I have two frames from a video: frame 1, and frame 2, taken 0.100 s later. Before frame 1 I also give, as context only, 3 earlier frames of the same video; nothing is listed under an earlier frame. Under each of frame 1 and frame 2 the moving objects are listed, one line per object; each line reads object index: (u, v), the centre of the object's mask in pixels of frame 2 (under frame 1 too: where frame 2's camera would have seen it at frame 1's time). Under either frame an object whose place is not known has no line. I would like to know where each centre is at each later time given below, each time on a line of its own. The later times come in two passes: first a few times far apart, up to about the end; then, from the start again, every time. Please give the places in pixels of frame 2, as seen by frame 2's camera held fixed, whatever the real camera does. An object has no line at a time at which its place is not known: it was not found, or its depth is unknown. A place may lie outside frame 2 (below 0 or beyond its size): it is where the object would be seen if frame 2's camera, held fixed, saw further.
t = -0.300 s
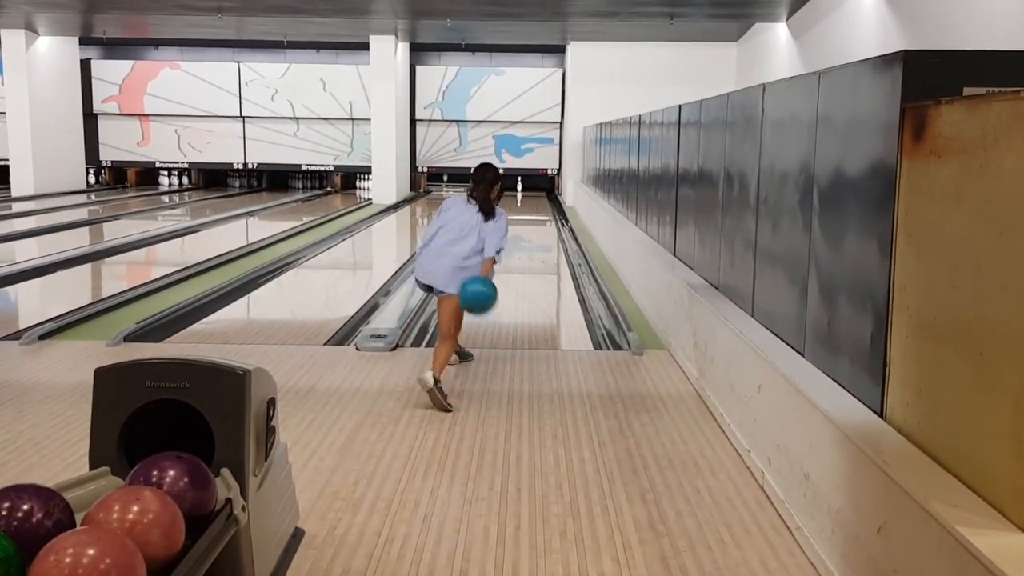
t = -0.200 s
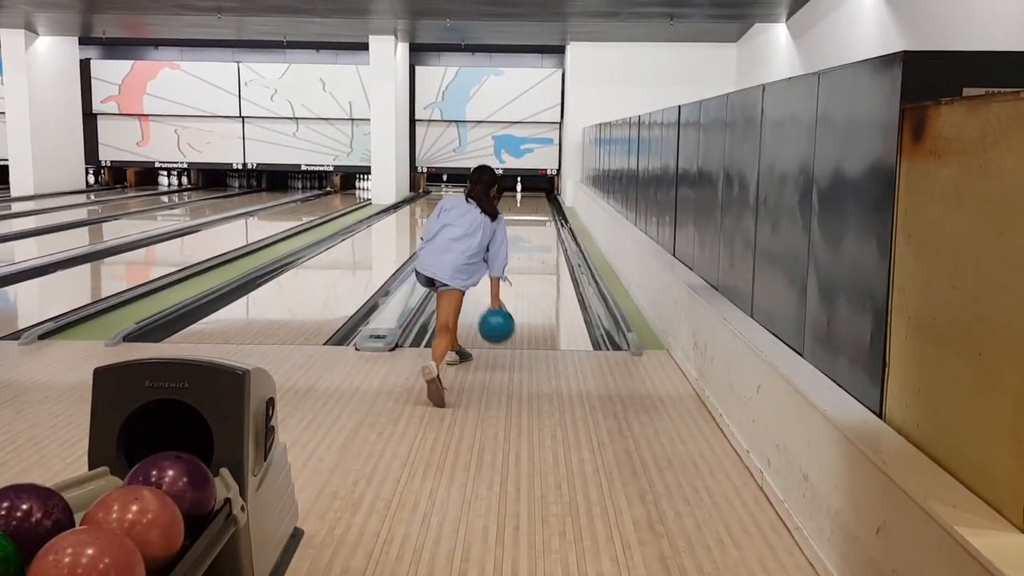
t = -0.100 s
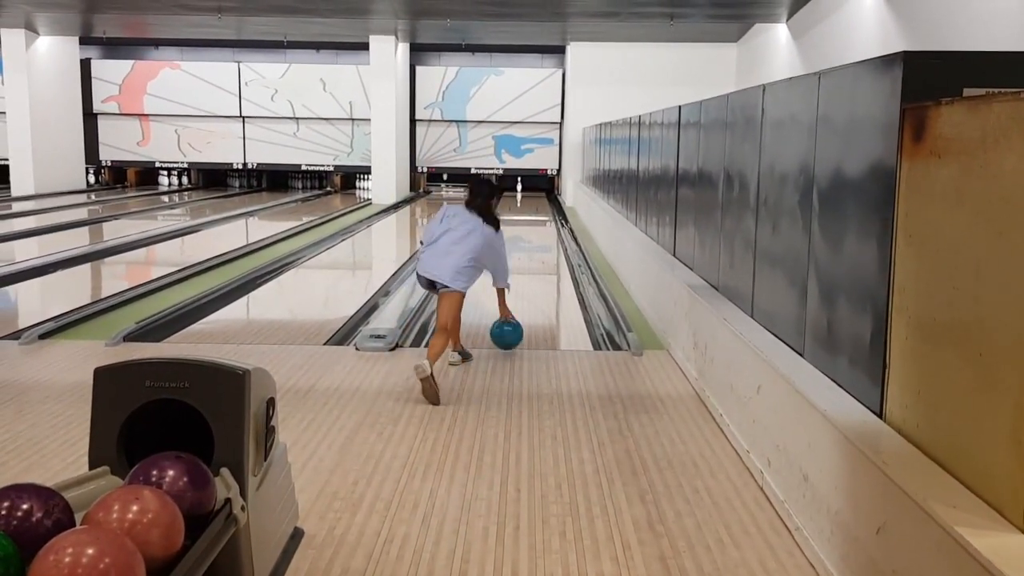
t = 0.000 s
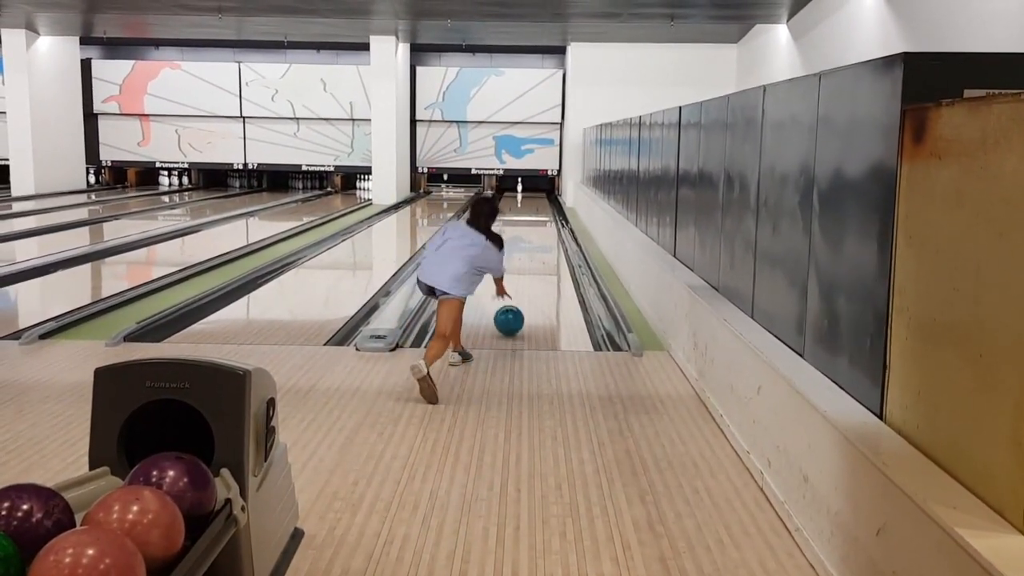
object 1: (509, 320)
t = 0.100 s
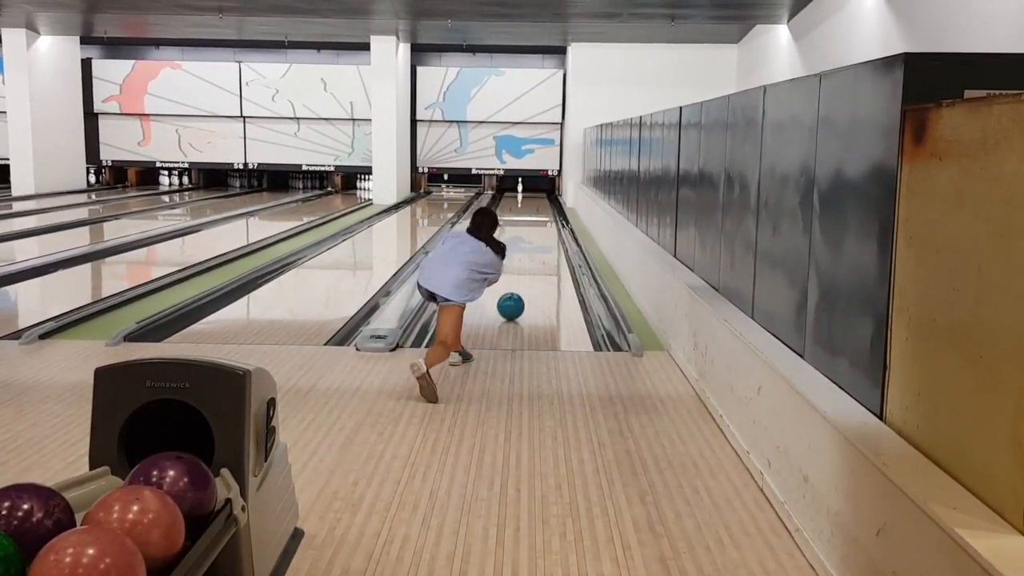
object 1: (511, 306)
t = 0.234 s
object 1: (514, 291)
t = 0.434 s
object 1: (518, 270)
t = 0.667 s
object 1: (516, 254)
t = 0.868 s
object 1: (517, 243)
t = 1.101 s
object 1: (518, 233)
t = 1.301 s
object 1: (519, 225)
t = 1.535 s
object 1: (519, 219)
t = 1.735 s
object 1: (520, 213)
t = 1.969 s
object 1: (521, 208)
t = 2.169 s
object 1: (521, 205)
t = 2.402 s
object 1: (521, 201)
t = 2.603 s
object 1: (521, 198)
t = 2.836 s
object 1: (521, 195)
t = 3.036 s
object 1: (521, 193)
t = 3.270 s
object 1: (521, 191)
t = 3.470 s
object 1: (521, 188)
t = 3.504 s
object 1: (521, 188)
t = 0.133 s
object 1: (511, 302)
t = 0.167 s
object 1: (511, 298)
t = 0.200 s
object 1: (512, 294)
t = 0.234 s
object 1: (514, 291)
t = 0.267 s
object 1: (515, 287)
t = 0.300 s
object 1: (517, 283)
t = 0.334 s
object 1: (517, 279)
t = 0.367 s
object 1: (518, 276)
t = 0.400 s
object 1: (518, 273)
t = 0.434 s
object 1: (518, 270)
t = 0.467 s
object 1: (518, 268)
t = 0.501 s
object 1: (517, 266)
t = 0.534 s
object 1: (516, 263)
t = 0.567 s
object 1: (515, 261)
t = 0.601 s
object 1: (515, 259)
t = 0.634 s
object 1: (516, 256)
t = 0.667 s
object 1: (516, 254)
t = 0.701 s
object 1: (516, 253)
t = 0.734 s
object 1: (516, 251)
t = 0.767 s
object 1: (516, 249)
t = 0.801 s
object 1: (516, 247)
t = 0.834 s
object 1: (516, 245)
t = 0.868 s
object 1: (517, 243)
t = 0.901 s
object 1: (517, 242)
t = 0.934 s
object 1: (517, 240)
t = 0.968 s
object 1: (517, 239)
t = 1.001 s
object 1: (517, 237)
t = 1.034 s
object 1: (518, 235)
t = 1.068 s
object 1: (518, 234)
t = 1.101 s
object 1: (518, 233)
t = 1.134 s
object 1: (518, 232)
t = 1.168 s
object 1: (518, 230)
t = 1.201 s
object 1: (518, 230)
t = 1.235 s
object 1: (518, 228)
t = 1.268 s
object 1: (519, 227)
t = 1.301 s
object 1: (519, 225)
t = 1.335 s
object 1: (519, 224)
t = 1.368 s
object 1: (519, 223)
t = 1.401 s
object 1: (519, 223)
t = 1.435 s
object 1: (519, 222)
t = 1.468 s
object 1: (519, 221)
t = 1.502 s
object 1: (519, 220)
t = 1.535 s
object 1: (519, 219)
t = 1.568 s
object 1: (519, 218)
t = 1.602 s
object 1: (520, 217)
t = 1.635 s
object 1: (520, 216)
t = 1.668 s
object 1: (520, 215)
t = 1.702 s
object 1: (520, 214)
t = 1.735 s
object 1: (520, 213)
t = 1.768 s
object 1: (520, 213)
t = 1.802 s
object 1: (520, 212)
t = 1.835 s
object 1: (520, 211)
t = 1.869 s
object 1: (521, 211)
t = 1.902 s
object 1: (521, 210)
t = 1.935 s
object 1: (521, 209)
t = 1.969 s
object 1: (521, 208)
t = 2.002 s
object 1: (520, 208)
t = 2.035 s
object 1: (521, 207)
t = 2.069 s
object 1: (521, 207)
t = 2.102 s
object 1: (521, 206)
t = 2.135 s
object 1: (521, 206)
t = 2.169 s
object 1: (521, 205)
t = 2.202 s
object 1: (521, 204)
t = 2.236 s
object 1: (521, 204)
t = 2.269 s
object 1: (521, 203)
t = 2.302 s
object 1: (521, 203)
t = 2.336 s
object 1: (521, 202)
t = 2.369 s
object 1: (521, 201)
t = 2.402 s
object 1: (521, 201)
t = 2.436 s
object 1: (521, 200)
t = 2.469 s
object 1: (521, 200)
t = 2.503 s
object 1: (521, 199)
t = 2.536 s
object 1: (521, 199)
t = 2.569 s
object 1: (521, 198)
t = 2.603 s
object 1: (521, 198)
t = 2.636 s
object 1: (521, 198)
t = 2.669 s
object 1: (521, 197)
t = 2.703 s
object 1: (521, 197)
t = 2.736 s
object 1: (521, 197)
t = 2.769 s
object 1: (521, 196)
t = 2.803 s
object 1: (521, 196)
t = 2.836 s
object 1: (521, 195)
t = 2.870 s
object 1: (521, 195)
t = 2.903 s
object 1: (521, 195)
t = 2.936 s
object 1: (521, 194)
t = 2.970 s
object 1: (521, 194)
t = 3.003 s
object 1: (521, 193)
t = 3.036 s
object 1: (521, 193)
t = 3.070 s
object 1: (521, 193)
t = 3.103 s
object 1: (521, 193)
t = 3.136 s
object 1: (521, 192)
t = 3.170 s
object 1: (521, 192)
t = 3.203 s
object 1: (521, 192)
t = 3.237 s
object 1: (521, 192)
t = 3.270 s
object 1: (521, 191)
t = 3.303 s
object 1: (521, 191)
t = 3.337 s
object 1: (521, 190)
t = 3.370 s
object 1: (521, 190)
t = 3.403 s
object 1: (521, 189)
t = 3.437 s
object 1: (521, 189)
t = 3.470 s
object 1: (521, 188)
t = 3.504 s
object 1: (521, 188)
